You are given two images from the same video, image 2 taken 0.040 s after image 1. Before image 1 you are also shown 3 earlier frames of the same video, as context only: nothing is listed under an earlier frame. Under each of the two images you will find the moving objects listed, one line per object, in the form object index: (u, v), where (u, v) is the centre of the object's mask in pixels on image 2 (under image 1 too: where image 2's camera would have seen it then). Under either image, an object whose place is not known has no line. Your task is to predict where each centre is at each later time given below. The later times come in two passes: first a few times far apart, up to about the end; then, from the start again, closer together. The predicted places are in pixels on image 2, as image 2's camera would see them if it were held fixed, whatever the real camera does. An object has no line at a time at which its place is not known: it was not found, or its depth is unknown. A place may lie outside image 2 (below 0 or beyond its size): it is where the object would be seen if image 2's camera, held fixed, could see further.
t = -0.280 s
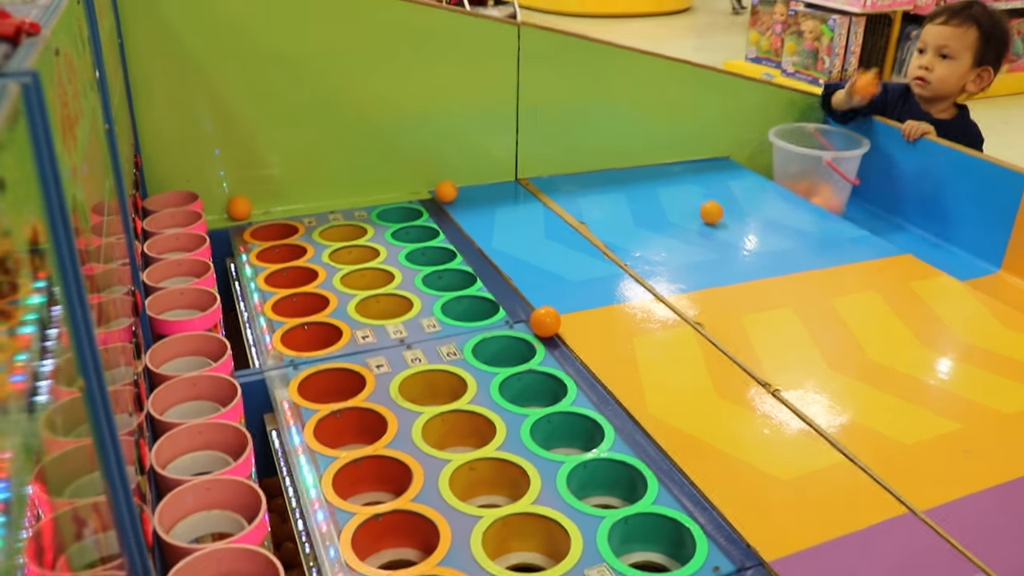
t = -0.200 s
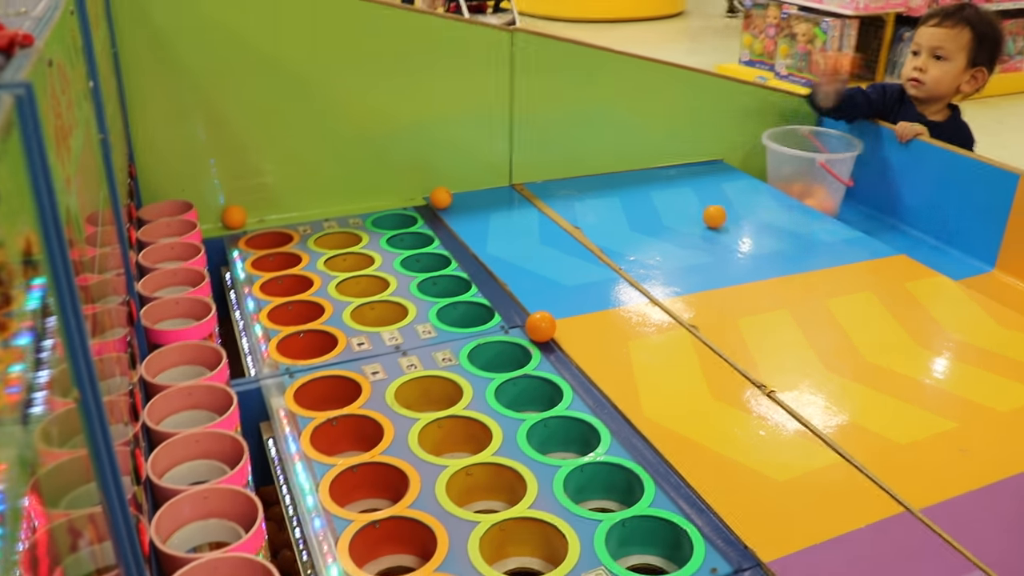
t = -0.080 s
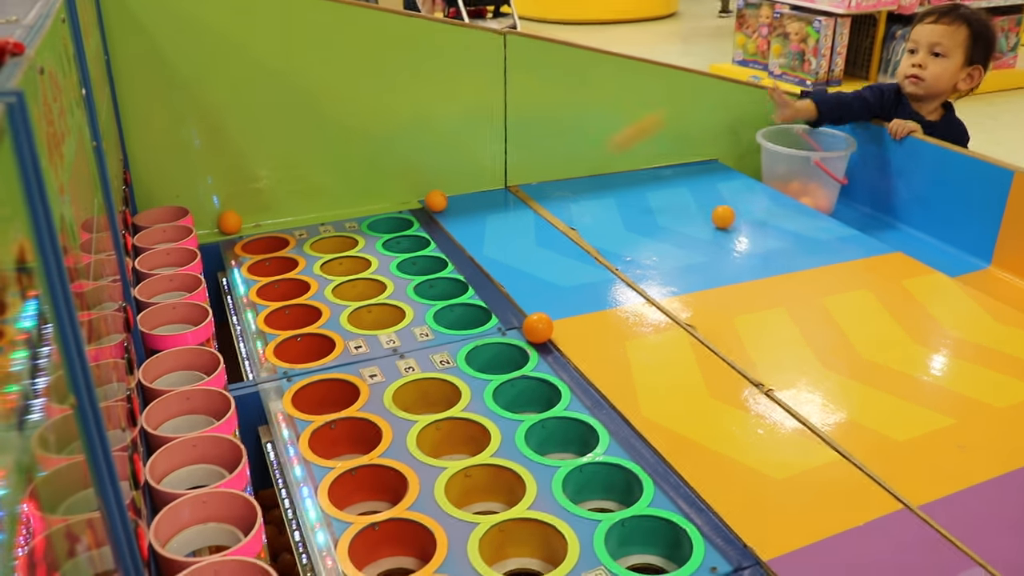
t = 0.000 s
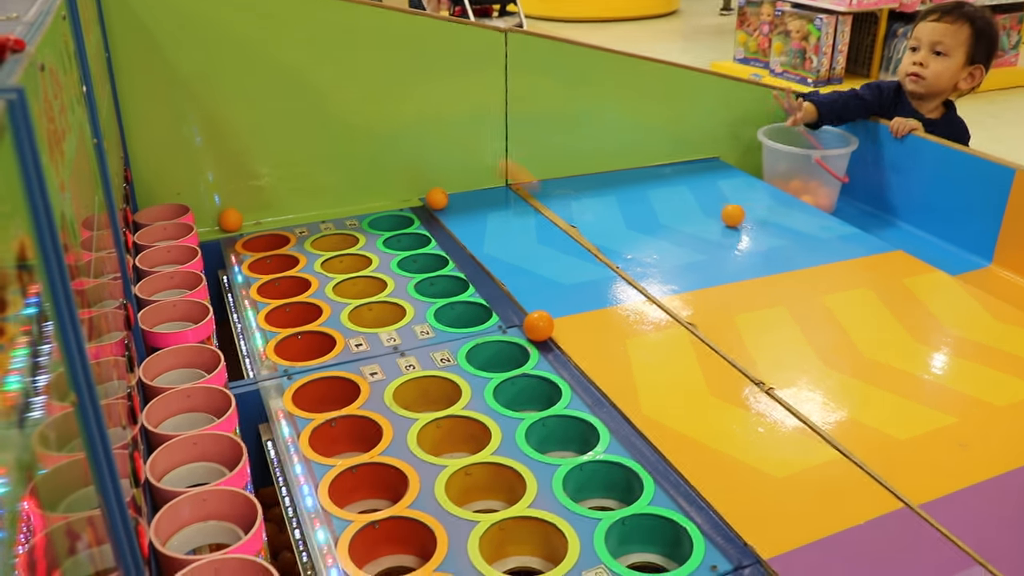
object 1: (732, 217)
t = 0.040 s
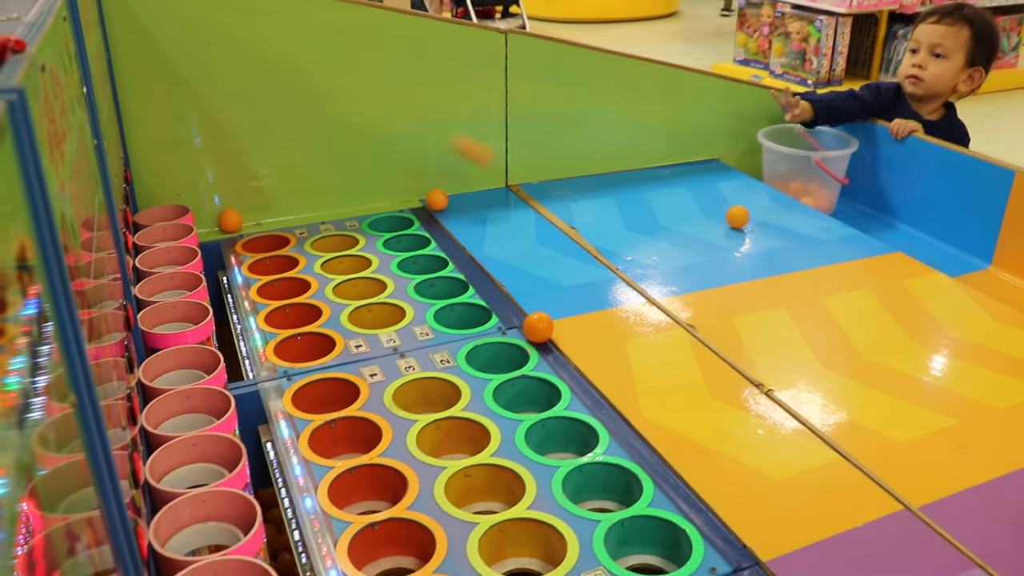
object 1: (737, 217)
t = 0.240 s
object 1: (762, 218)
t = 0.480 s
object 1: (794, 220)
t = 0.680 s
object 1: (823, 221)
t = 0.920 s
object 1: (859, 222)
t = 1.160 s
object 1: (897, 242)
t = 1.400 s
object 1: (935, 247)
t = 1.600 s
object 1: (966, 252)
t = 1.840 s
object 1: (999, 251)
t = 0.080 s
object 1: (742, 217)
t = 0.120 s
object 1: (747, 217)
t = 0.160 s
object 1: (752, 218)
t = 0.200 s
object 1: (757, 218)
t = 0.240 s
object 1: (762, 218)
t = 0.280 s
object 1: (768, 219)
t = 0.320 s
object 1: (773, 219)
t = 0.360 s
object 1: (778, 219)
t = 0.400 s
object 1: (783, 220)
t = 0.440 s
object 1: (788, 220)
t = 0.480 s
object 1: (794, 220)
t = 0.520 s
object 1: (800, 220)
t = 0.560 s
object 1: (805, 220)
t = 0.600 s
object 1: (811, 220)
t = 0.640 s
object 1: (817, 220)
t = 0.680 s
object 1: (823, 221)
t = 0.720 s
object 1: (829, 221)
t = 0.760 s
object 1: (835, 221)
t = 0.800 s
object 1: (841, 221)
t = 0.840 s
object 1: (847, 221)
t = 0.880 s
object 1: (853, 222)
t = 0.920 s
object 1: (859, 222)
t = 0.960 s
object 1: (865, 222)
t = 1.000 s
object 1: (871, 223)
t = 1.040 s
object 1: (877, 227)
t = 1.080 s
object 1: (883, 235)
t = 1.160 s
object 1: (897, 242)
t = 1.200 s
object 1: (904, 234)
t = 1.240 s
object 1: (912, 231)
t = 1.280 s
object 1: (917, 235)
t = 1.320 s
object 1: (922, 247)
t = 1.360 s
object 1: (928, 257)
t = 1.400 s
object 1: (935, 247)
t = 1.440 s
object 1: (944, 239)
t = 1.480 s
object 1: (950, 240)
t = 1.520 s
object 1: (954, 248)
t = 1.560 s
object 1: (957, 263)
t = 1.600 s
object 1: (966, 252)
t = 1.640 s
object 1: (973, 245)
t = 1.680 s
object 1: (978, 246)
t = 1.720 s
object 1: (982, 254)
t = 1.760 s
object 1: (985, 263)
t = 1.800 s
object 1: (993, 254)
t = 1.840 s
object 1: (999, 251)
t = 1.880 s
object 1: (1005, 256)
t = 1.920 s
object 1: (1010, 269)
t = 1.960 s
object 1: (1016, 262)
